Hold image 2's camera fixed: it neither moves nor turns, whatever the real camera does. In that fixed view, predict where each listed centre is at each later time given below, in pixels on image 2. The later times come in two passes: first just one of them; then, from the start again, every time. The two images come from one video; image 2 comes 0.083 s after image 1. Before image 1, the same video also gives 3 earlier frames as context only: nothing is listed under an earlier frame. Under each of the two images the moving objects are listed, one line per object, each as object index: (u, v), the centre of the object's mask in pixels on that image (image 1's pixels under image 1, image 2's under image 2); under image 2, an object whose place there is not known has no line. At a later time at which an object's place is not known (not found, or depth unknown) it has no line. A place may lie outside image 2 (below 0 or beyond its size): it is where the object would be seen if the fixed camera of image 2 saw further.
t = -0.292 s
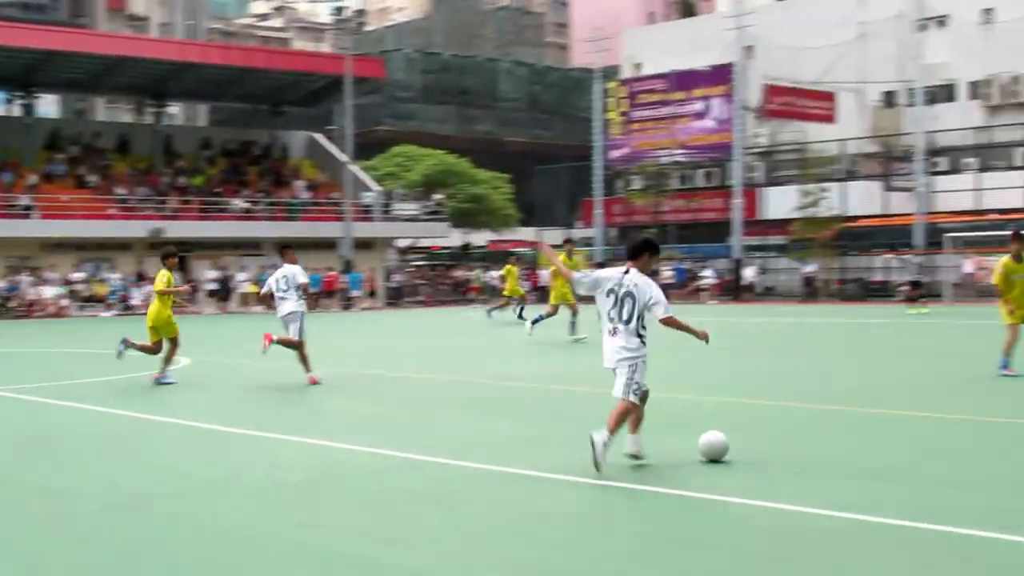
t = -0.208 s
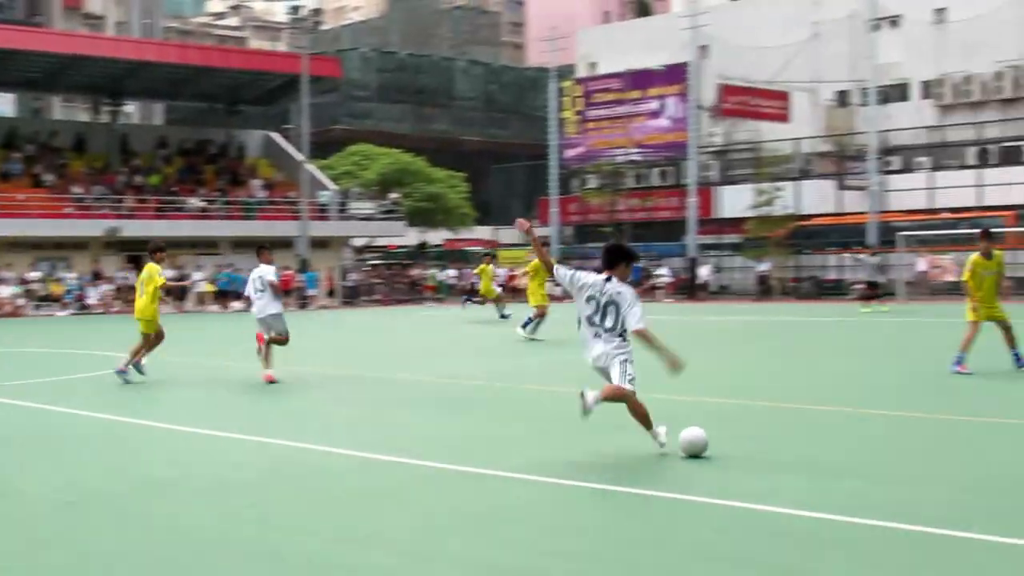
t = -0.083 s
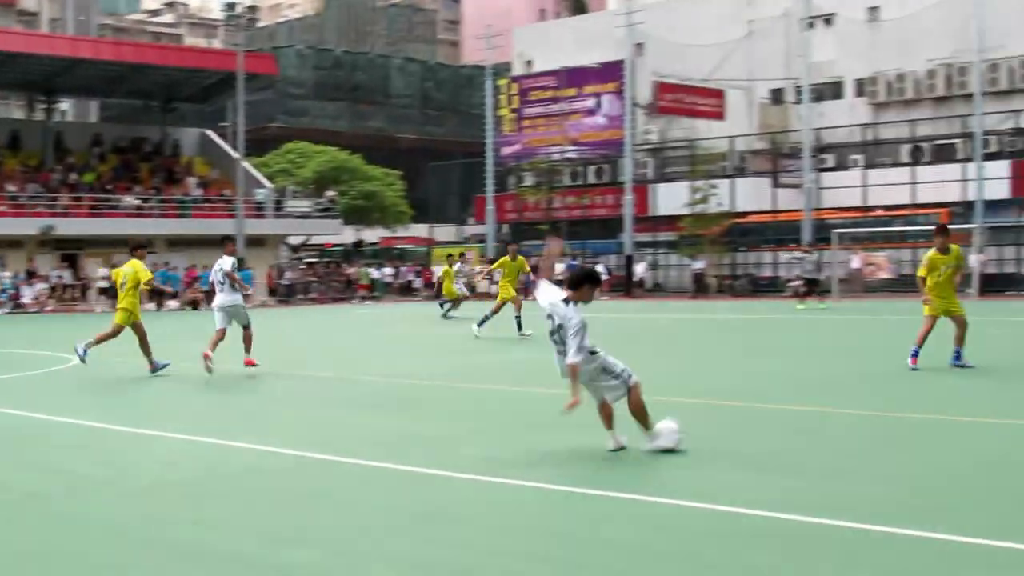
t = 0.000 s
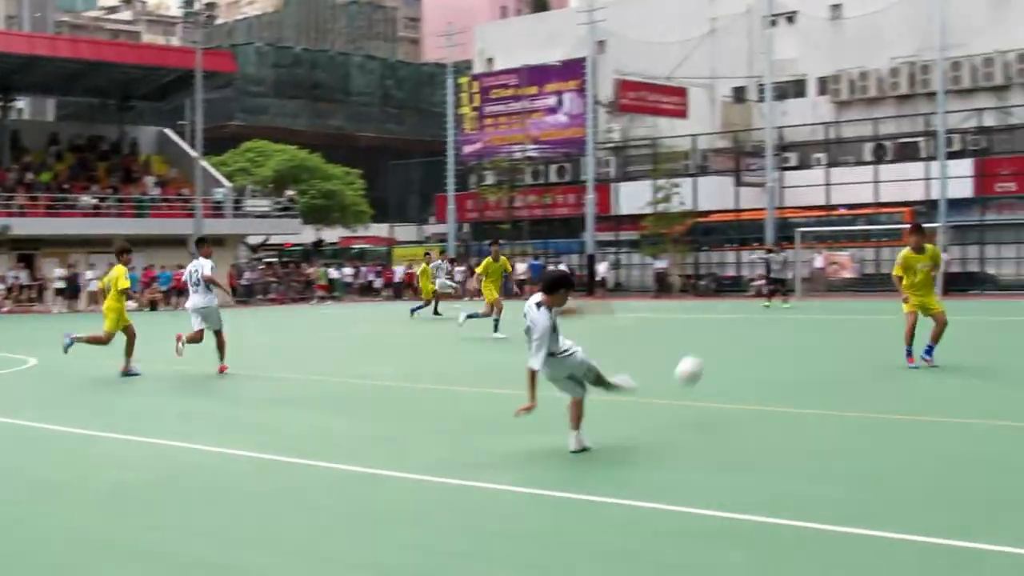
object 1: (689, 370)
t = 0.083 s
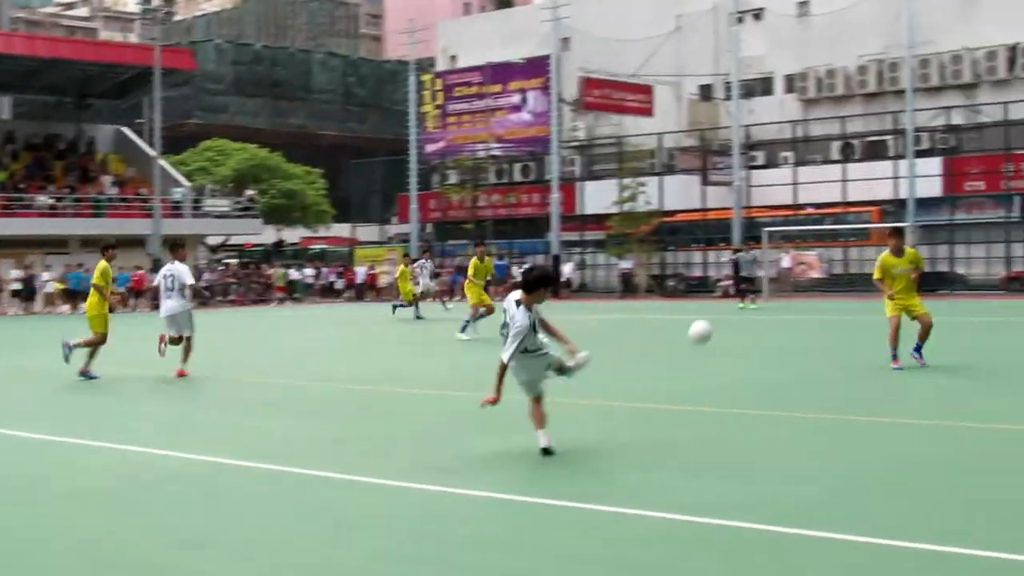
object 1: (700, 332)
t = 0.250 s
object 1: (765, 299)
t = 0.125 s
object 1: (719, 319)
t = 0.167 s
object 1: (736, 308)
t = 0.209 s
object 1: (751, 302)
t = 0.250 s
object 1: (765, 299)
